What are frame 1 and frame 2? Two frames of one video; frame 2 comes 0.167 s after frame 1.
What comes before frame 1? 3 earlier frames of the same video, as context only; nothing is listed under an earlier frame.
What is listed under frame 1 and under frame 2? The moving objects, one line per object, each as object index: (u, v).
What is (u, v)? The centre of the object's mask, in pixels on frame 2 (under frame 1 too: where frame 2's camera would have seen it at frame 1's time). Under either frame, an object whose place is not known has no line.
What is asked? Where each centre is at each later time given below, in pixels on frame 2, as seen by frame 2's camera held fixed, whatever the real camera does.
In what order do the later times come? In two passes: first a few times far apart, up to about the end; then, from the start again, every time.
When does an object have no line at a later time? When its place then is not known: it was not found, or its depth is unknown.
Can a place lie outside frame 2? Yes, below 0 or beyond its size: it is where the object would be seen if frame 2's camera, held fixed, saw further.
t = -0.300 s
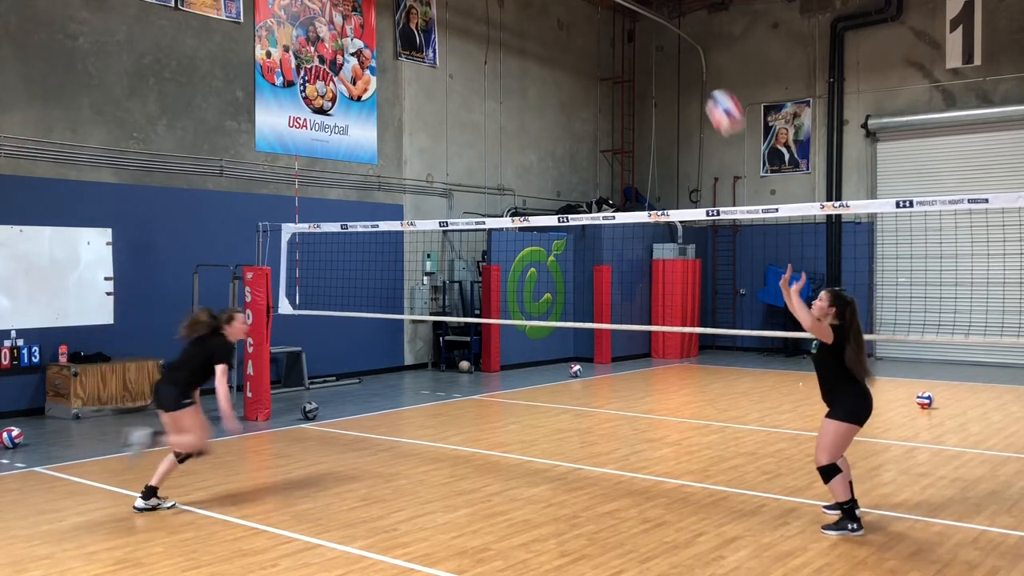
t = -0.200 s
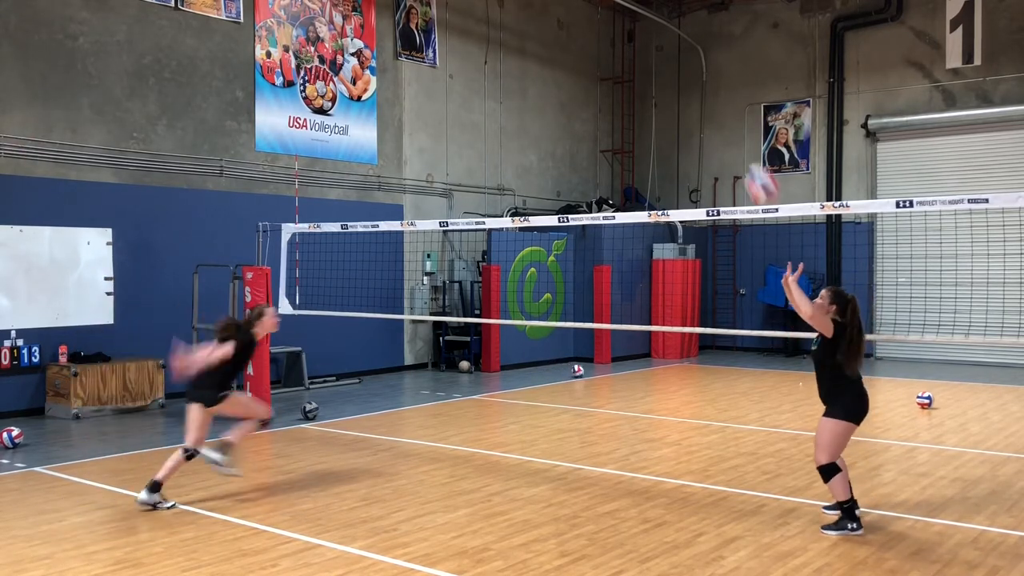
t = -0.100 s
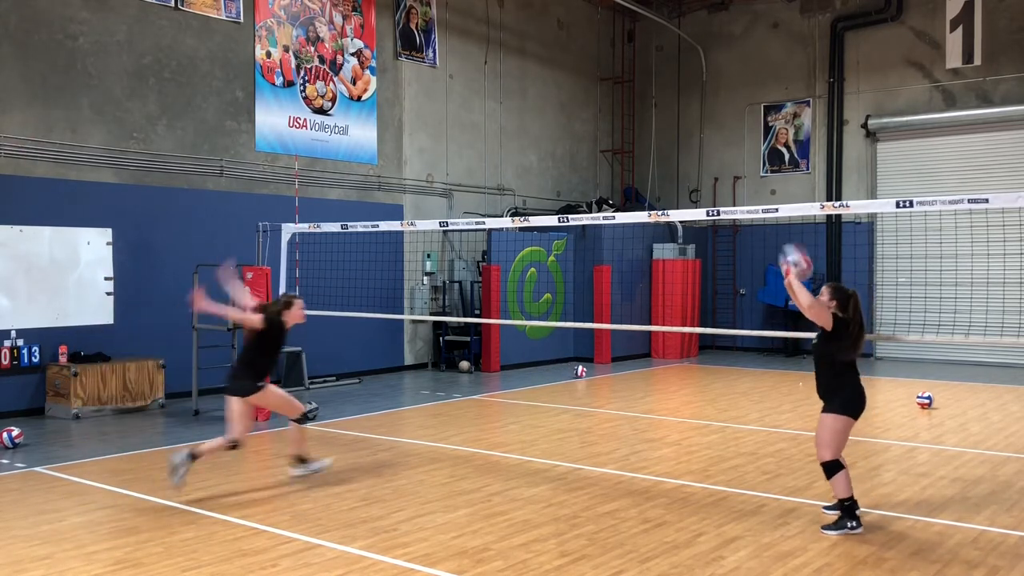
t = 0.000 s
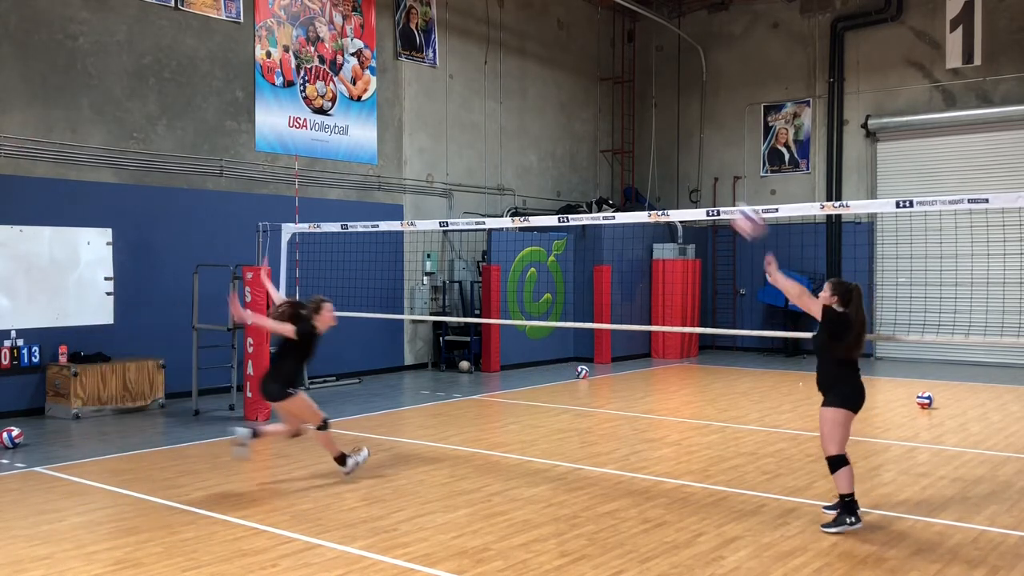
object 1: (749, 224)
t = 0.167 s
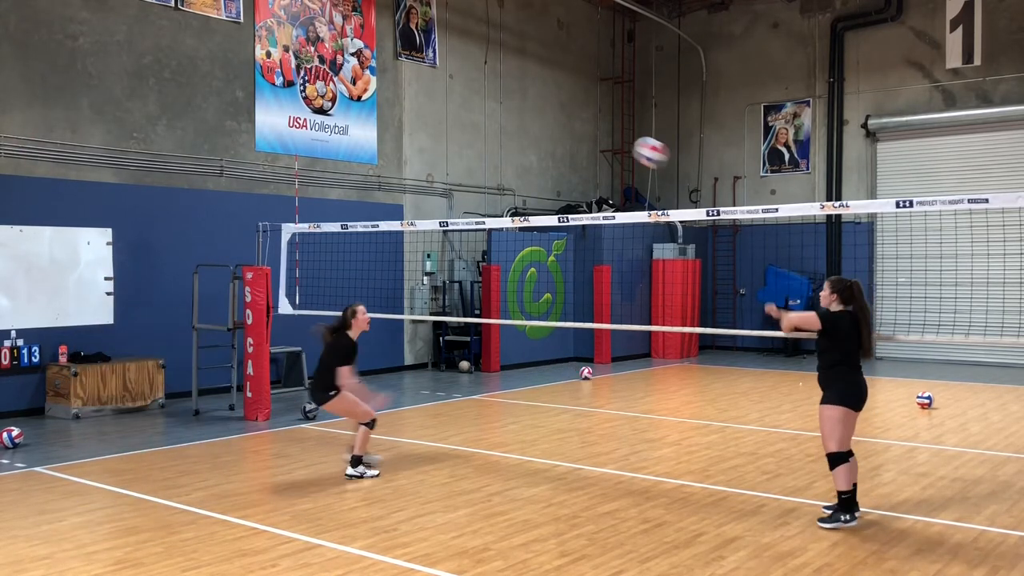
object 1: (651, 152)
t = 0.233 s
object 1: (616, 138)
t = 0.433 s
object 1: (525, 127)
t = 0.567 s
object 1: (471, 144)
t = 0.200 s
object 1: (633, 144)
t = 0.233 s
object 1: (616, 138)
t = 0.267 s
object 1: (599, 133)
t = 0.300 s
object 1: (583, 129)
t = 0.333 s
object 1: (568, 127)
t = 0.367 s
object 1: (553, 126)
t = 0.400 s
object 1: (538, 126)
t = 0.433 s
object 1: (525, 127)
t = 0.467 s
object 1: (511, 130)
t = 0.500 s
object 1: (497, 134)
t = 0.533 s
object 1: (484, 138)
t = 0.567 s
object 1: (471, 144)
